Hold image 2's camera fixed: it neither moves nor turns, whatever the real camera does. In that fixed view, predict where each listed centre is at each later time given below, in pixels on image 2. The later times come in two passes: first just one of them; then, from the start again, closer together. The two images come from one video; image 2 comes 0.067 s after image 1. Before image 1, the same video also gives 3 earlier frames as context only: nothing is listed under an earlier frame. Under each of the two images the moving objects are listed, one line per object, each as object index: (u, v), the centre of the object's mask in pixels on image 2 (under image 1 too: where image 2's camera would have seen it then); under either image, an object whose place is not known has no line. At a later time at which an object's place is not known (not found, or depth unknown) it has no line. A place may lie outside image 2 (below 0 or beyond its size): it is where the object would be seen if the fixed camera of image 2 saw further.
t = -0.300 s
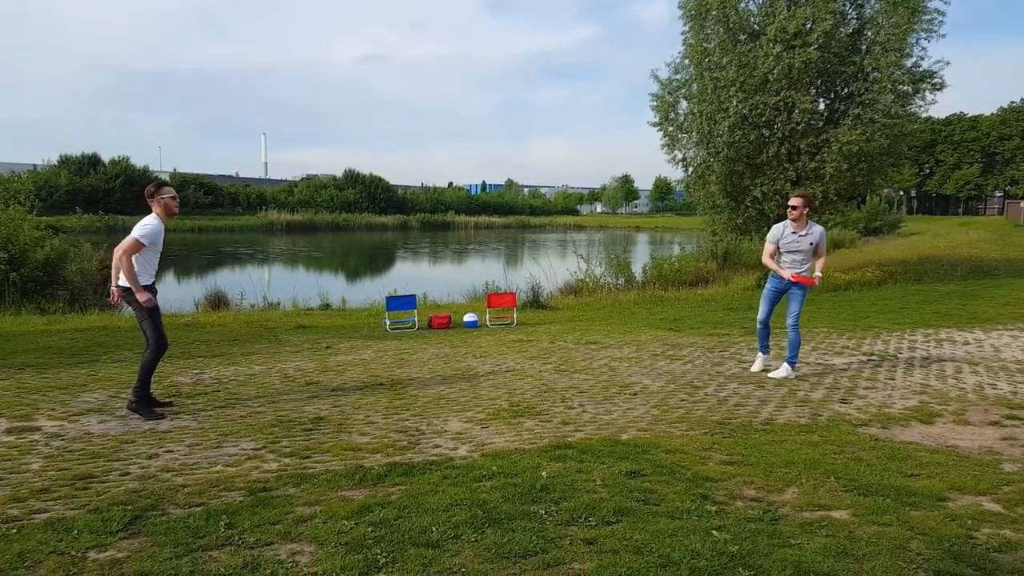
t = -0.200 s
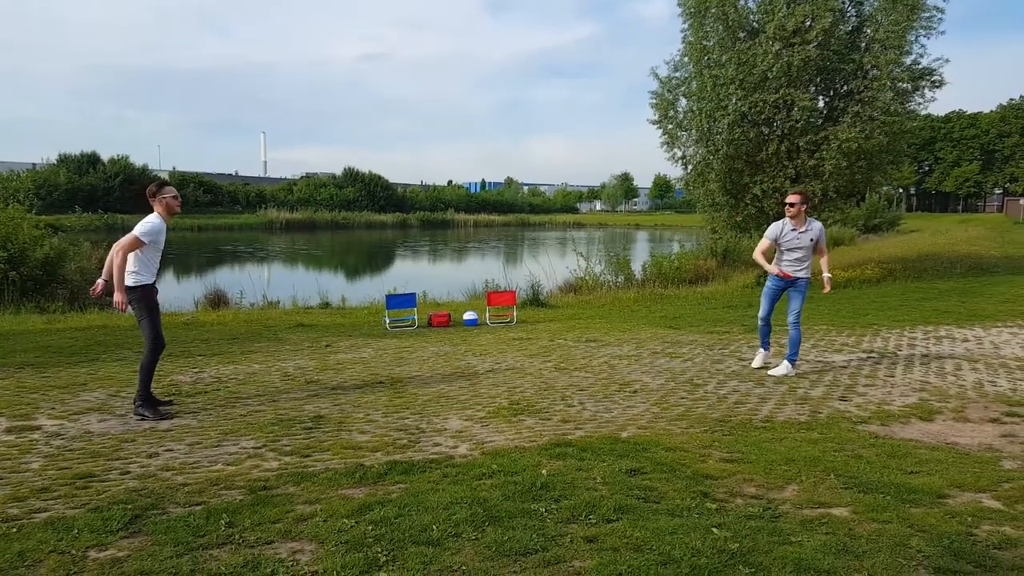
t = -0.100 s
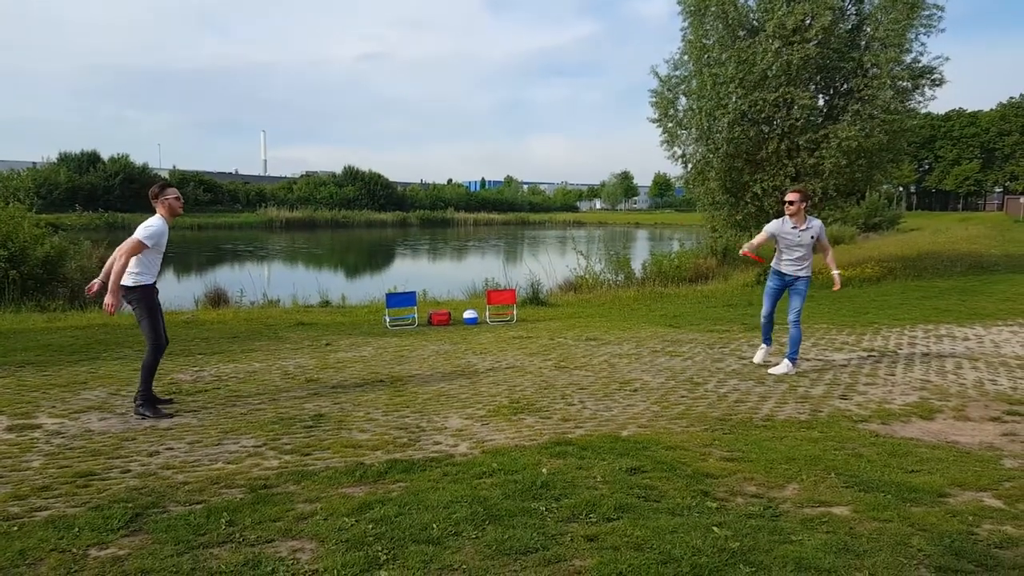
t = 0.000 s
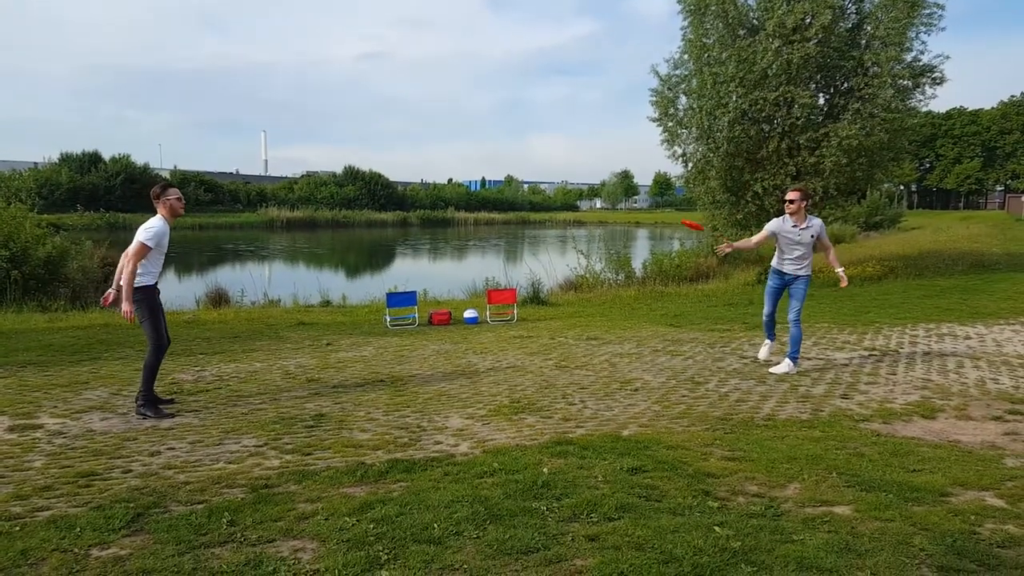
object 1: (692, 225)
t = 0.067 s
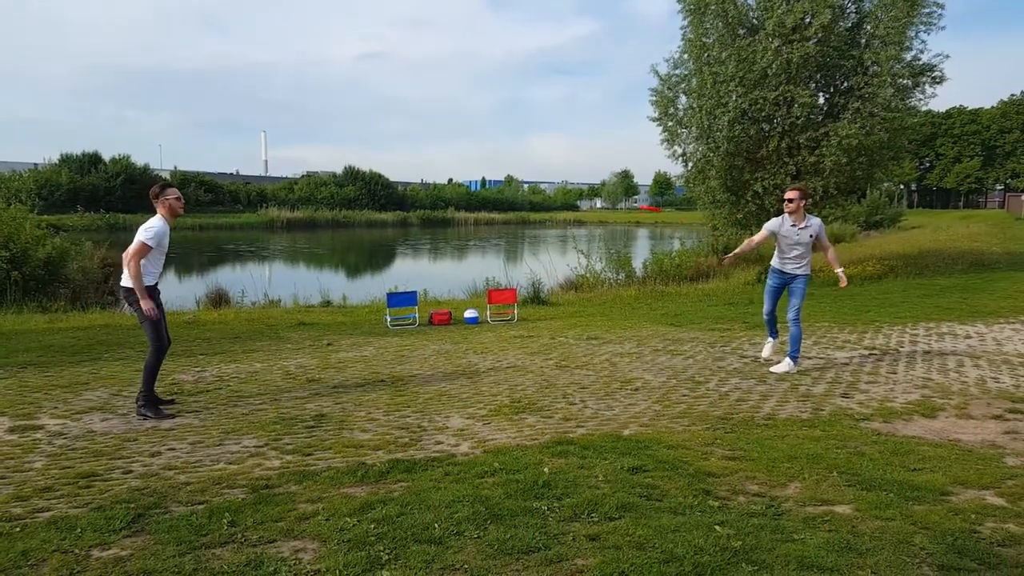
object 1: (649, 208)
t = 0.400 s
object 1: (445, 163)
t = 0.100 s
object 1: (628, 201)
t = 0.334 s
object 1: (486, 167)
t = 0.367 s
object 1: (465, 165)
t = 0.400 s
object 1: (445, 163)
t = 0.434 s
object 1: (425, 162)
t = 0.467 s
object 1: (405, 161)
